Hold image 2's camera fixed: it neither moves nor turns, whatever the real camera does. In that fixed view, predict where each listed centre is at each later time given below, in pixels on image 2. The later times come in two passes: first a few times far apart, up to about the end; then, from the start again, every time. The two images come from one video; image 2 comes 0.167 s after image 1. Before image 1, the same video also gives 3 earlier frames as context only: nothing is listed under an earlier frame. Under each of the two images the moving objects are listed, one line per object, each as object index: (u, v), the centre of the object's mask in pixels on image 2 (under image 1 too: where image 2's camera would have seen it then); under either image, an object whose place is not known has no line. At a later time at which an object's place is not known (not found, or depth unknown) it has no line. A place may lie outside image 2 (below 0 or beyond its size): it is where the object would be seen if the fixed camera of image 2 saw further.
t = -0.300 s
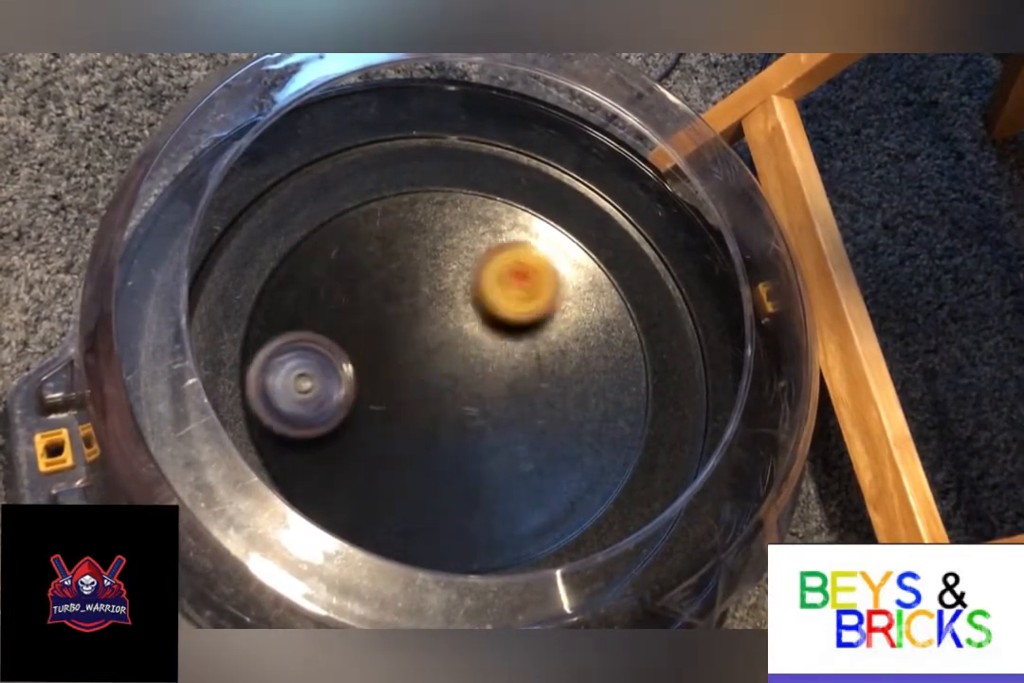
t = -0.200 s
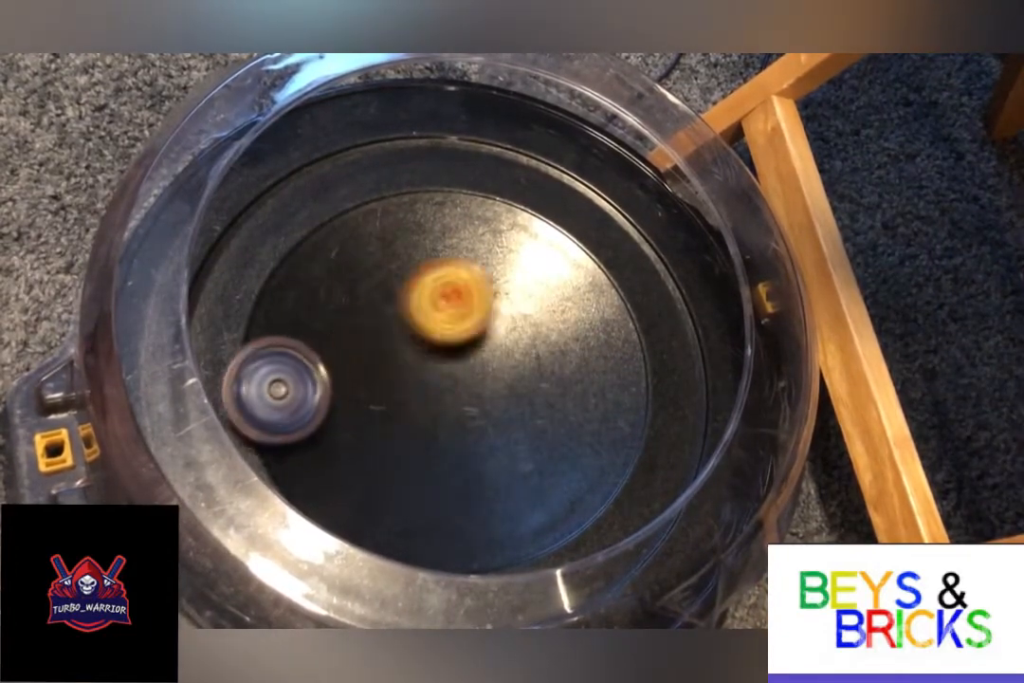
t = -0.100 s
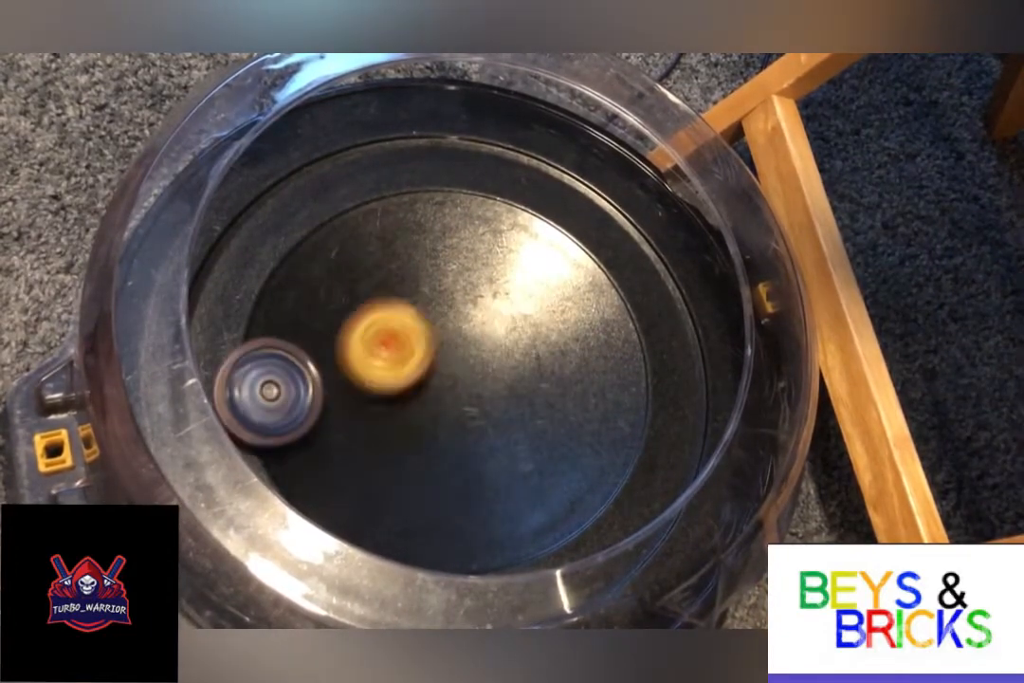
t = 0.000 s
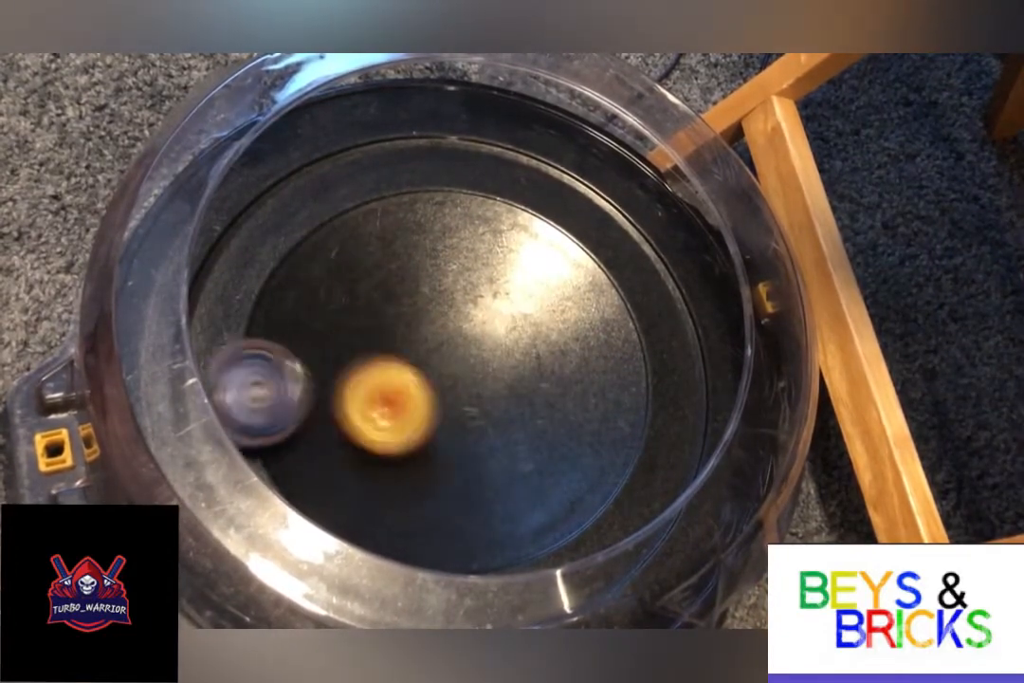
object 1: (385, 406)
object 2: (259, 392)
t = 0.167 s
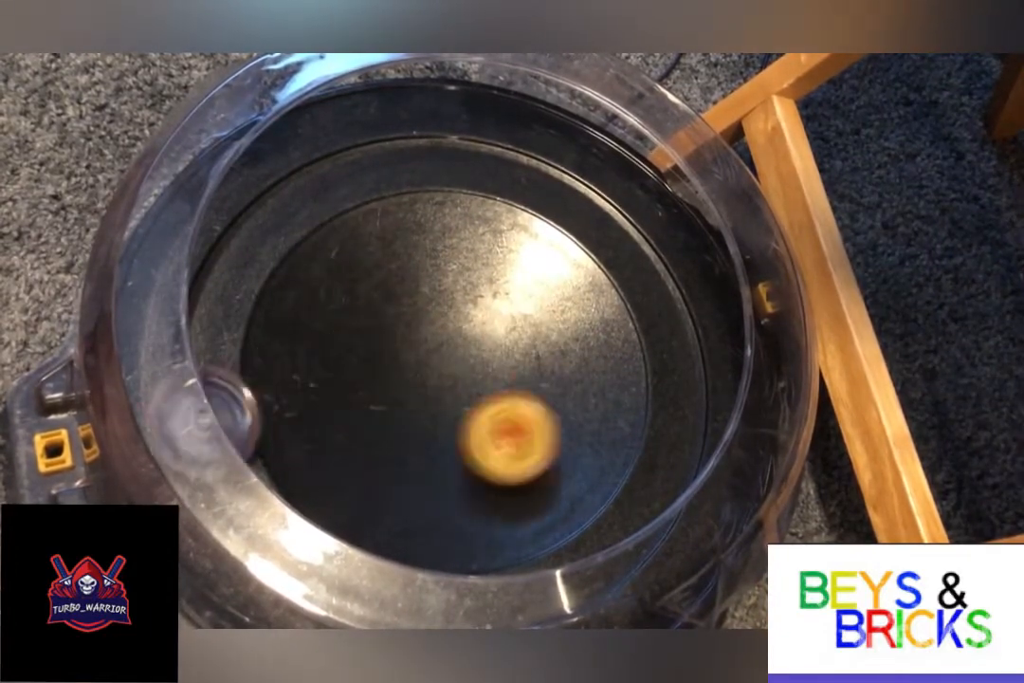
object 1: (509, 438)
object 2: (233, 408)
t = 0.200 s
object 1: (532, 427)
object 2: (238, 412)
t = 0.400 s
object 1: (539, 317)
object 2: (266, 466)
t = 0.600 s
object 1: (387, 289)
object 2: (303, 504)
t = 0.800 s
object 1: (340, 435)
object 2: (345, 531)
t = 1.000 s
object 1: (484, 484)
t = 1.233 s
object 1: (557, 328)
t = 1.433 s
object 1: (430, 234)
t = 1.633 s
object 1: (307, 326)
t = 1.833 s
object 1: (365, 483)
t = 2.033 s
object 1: (542, 470)
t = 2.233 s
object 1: (593, 302)
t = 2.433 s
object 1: (472, 199)
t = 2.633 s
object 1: (317, 260)
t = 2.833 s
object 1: (302, 435)
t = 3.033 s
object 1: (481, 516)
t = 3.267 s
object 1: (612, 365)
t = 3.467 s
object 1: (541, 234)
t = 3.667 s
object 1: (495, 336)
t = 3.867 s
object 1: (456, 401)
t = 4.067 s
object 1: (493, 422)
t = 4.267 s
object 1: (519, 378)
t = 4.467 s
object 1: (440, 356)
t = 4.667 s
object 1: (399, 432)
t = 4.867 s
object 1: (489, 464)
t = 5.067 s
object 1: (497, 365)
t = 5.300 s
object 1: (366, 329)
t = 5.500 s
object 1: (350, 438)
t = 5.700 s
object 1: (480, 445)
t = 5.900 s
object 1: (500, 313)
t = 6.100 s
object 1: (391, 268)
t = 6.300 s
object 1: (353, 375)
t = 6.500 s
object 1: (493, 425)
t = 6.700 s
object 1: (539, 311)
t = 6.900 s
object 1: (435, 259)
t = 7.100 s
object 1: (387, 373)
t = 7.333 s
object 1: (520, 427)
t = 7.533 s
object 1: (530, 339)
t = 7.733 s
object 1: (442, 332)
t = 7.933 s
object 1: (412, 391)
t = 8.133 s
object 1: (459, 423)
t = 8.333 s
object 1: (490, 376)
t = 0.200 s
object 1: (532, 427)
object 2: (238, 412)
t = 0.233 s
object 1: (549, 410)
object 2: (243, 417)
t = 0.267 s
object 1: (559, 393)
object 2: (248, 425)
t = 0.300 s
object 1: (562, 375)
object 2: (253, 435)
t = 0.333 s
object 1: (560, 355)
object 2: (257, 445)
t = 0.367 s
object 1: (553, 336)
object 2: (260, 455)
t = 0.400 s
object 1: (539, 317)
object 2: (266, 466)
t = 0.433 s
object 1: (518, 299)
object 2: (271, 471)
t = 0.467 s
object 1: (493, 286)
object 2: (277, 477)
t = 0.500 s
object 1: (466, 278)
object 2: (285, 483)
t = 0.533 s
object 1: (438, 274)
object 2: (292, 491)
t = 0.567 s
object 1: (410, 279)
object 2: (298, 498)
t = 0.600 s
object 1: (387, 289)
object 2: (303, 504)
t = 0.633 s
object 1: (364, 306)
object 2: (311, 509)
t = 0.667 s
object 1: (348, 328)
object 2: (318, 512)
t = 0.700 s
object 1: (337, 353)
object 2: (324, 517)
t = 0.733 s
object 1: (332, 381)
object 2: (330, 522)
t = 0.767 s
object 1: (332, 408)
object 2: (338, 528)
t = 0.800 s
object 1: (340, 435)
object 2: (345, 531)
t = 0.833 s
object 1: (353, 459)
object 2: (350, 534)
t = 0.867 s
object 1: (372, 480)
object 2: (357, 538)
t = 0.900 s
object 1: (399, 490)
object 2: (362, 543)
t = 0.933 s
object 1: (427, 494)
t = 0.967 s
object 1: (456, 492)
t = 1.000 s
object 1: (484, 484)
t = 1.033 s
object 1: (512, 471)
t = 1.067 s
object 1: (534, 453)
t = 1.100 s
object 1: (551, 432)
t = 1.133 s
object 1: (563, 407)
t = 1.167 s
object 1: (567, 382)
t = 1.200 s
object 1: (565, 355)
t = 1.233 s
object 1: (557, 328)
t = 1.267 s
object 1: (544, 303)
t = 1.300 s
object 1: (525, 277)
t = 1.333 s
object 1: (503, 260)
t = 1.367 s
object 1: (480, 245)
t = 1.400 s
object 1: (455, 237)
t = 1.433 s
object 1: (430, 234)
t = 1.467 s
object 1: (405, 239)
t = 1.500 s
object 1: (379, 247)
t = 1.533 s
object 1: (356, 261)
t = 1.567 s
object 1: (335, 279)
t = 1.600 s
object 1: (318, 302)
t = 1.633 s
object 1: (307, 326)
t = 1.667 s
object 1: (300, 354)
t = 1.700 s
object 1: (300, 383)
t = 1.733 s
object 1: (306, 412)
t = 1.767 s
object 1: (320, 439)
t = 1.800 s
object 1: (340, 463)
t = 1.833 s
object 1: (365, 483)
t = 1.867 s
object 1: (394, 497)
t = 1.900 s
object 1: (424, 503)
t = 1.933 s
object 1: (455, 505)
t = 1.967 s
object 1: (486, 499)
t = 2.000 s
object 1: (515, 487)
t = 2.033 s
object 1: (542, 470)
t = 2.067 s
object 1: (564, 447)
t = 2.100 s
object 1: (581, 421)
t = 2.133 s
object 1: (593, 391)
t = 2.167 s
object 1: (599, 361)
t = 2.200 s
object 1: (598, 331)
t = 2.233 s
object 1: (593, 302)
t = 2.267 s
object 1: (582, 276)
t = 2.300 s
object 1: (566, 251)
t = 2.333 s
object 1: (545, 231)
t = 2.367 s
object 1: (522, 216)
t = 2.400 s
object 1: (498, 205)
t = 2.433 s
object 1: (472, 199)
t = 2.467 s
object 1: (444, 196)
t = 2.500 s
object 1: (416, 200)
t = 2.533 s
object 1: (389, 208)
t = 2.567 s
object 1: (362, 221)
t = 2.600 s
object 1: (338, 238)
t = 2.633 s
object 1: (317, 260)
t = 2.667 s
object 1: (300, 285)
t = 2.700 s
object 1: (288, 312)
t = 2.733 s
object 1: (281, 343)
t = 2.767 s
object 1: (281, 374)
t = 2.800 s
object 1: (288, 405)
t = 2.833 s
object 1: (302, 435)
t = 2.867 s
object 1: (324, 462)
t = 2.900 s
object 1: (350, 485)
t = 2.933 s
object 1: (380, 502)
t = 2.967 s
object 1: (413, 514)
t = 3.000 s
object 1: (447, 519)
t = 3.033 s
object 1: (481, 516)
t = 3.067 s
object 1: (512, 508)
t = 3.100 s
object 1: (541, 493)
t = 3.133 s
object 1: (565, 473)
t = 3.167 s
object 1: (586, 449)
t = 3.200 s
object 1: (600, 424)
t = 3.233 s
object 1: (608, 395)
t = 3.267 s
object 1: (612, 365)
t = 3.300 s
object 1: (609, 334)
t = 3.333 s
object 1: (602, 307)
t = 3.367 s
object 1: (592, 282)
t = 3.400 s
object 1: (575, 257)
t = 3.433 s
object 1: (552, 236)
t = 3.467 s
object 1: (541, 234)
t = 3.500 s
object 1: (543, 252)
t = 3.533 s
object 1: (540, 272)
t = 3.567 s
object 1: (533, 290)
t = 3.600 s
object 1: (523, 308)
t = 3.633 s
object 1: (510, 322)
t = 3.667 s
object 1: (495, 336)
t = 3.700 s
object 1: (483, 348)
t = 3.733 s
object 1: (472, 361)
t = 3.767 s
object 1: (464, 372)
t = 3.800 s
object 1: (459, 382)
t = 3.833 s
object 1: (456, 392)
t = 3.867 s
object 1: (456, 401)
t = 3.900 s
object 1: (459, 410)
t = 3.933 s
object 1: (462, 415)
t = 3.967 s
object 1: (468, 420)
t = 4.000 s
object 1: (475, 423)
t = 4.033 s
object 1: (484, 423)
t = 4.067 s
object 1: (493, 422)
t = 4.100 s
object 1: (502, 418)
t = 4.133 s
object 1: (511, 412)
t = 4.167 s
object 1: (518, 405)
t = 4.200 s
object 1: (523, 398)
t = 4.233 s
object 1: (524, 388)
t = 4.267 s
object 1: (519, 378)
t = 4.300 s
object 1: (510, 368)
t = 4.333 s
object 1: (498, 359)
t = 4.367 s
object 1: (484, 355)
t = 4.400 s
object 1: (469, 352)
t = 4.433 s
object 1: (455, 352)
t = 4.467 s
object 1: (440, 356)
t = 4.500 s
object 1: (425, 363)
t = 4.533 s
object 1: (412, 373)
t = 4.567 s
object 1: (402, 387)
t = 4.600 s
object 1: (396, 401)
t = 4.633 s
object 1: (395, 417)
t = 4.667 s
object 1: (399, 432)
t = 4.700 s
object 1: (407, 446)
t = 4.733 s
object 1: (420, 459)
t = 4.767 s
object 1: (436, 468)
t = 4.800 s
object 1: (454, 470)
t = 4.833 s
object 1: (472, 469)
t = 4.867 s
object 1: (489, 464)
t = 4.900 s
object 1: (504, 453)
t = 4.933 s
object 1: (513, 439)
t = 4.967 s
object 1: (517, 421)
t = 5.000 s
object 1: (516, 403)
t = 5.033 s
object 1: (510, 383)
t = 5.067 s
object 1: (497, 365)
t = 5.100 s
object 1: (481, 348)
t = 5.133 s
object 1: (460, 332)
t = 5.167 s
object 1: (440, 321)
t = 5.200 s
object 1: (419, 315)
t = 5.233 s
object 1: (400, 315)
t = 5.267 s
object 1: (382, 319)
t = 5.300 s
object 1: (366, 329)
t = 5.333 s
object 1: (354, 342)
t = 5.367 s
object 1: (345, 359)
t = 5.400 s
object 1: (340, 378)
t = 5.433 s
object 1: (338, 400)
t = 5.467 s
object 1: (341, 420)
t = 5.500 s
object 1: (350, 438)
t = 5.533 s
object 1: (365, 453)
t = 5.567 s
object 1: (387, 463)
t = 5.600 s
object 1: (411, 468)
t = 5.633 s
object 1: (435, 467)
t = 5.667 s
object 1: (460, 459)
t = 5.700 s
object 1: (480, 445)
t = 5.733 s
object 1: (497, 430)
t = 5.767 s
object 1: (509, 409)
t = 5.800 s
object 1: (514, 386)
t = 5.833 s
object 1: (514, 360)
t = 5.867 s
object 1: (510, 335)
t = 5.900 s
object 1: (500, 313)
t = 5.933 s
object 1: (485, 294)
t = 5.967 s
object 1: (468, 280)
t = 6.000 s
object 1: (449, 270)
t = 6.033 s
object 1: (430, 265)
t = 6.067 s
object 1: (409, 264)
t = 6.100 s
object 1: (391, 268)
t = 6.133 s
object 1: (376, 277)
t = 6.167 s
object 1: (361, 291)
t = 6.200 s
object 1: (351, 308)
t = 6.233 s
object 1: (345, 328)
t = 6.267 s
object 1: (345, 351)
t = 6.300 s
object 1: (353, 375)
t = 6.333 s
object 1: (367, 397)
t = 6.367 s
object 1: (388, 415)
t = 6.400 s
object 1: (414, 427)
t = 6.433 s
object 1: (440, 434)
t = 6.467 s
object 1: (468, 433)
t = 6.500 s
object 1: (493, 425)
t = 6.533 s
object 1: (513, 412)
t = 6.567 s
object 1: (530, 395)
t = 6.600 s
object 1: (540, 373)
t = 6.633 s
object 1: (544, 352)
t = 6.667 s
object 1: (544, 331)
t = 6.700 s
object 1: (539, 311)
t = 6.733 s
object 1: (529, 290)
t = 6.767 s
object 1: (513, 275)
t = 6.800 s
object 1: (496, 263)
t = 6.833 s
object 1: (478, 256)
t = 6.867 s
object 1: (457, 255)
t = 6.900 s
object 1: (435, 259)
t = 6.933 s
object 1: (415, 268)
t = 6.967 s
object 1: (400, 282)
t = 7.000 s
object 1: (388, 301)
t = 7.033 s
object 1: (382, 323)
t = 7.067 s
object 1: (382, 348)
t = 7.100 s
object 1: (387, 373)
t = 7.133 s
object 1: (399, 397)
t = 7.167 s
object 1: (416, 417)
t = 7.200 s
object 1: (437, 431)
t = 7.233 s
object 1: (460, 439)
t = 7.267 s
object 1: (482, 440)
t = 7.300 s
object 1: (503, 436)
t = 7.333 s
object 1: (520, 427)
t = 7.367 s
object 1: (533, 414)
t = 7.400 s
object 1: (540, 399)
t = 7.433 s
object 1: (544, 383)
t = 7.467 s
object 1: (543, 367)
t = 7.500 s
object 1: (538, 352)
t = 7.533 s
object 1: (530, 339)
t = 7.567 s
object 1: (517, 329)
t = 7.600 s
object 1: (502, 323)
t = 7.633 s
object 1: (488, 322)
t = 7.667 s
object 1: (472, 321)
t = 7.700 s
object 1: (456, 326)
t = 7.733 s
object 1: (442, 332)
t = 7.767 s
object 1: (430, 340)
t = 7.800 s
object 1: (421, 349)
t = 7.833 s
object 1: (413, 360)
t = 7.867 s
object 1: (410, 371)
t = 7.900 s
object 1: (410, 381)
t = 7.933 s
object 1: (412, 391)
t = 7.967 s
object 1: (416, 399)
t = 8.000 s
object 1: (422, 407)
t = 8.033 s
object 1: (430, 414)
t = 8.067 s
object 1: (439, 419)
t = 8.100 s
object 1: (448, 422)
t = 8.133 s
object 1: (459, 423)
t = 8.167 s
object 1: (469, 421)
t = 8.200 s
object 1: (479, 416)
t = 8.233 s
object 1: (486, 408)
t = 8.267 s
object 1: (491, 399)
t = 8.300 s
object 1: (492, 388)
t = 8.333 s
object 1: (490, 376)
